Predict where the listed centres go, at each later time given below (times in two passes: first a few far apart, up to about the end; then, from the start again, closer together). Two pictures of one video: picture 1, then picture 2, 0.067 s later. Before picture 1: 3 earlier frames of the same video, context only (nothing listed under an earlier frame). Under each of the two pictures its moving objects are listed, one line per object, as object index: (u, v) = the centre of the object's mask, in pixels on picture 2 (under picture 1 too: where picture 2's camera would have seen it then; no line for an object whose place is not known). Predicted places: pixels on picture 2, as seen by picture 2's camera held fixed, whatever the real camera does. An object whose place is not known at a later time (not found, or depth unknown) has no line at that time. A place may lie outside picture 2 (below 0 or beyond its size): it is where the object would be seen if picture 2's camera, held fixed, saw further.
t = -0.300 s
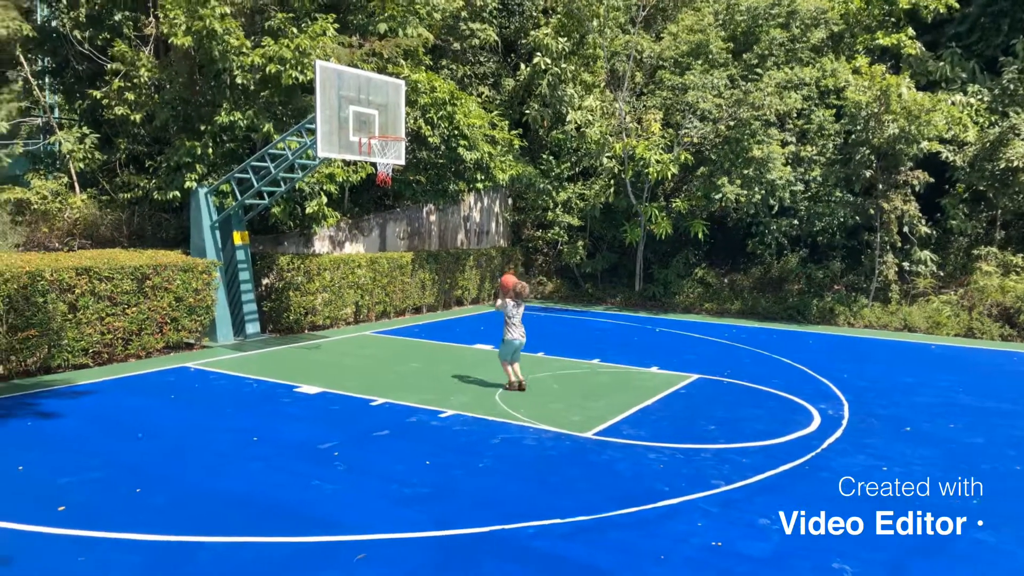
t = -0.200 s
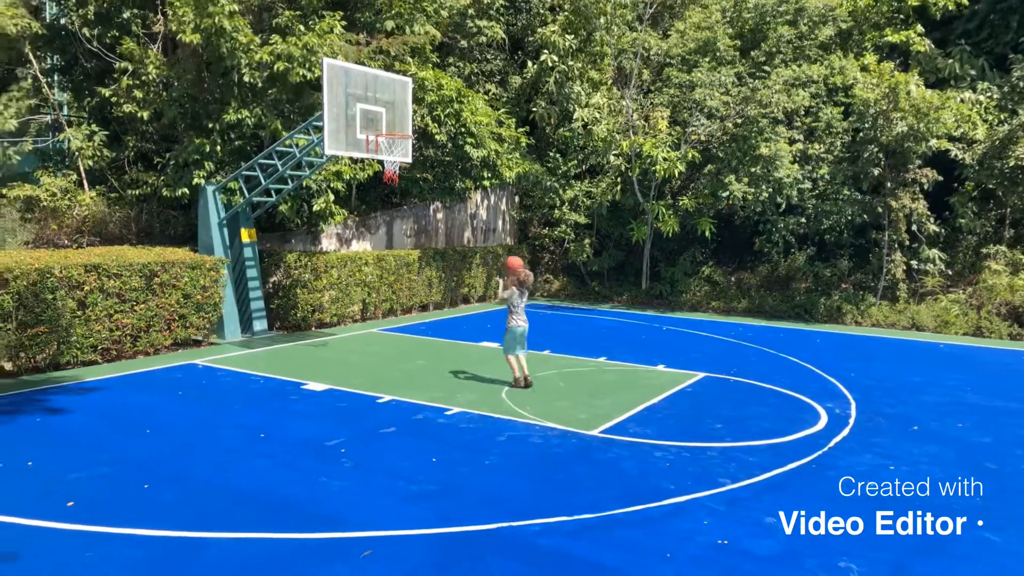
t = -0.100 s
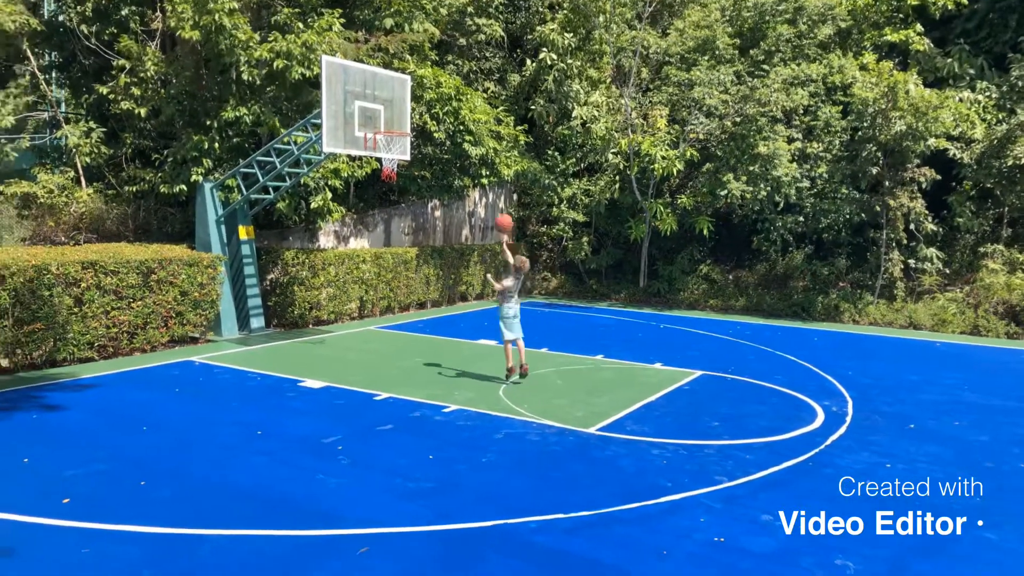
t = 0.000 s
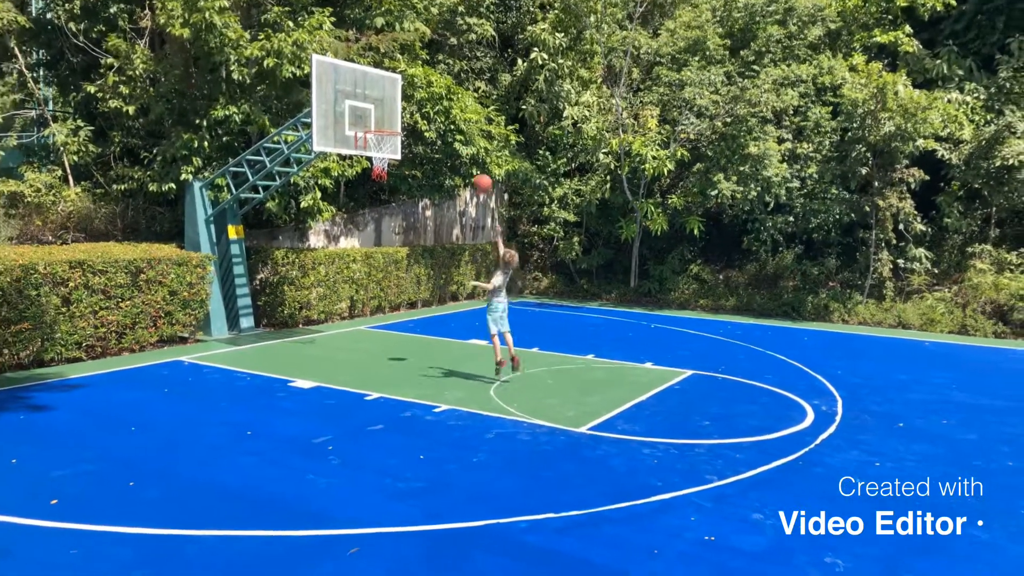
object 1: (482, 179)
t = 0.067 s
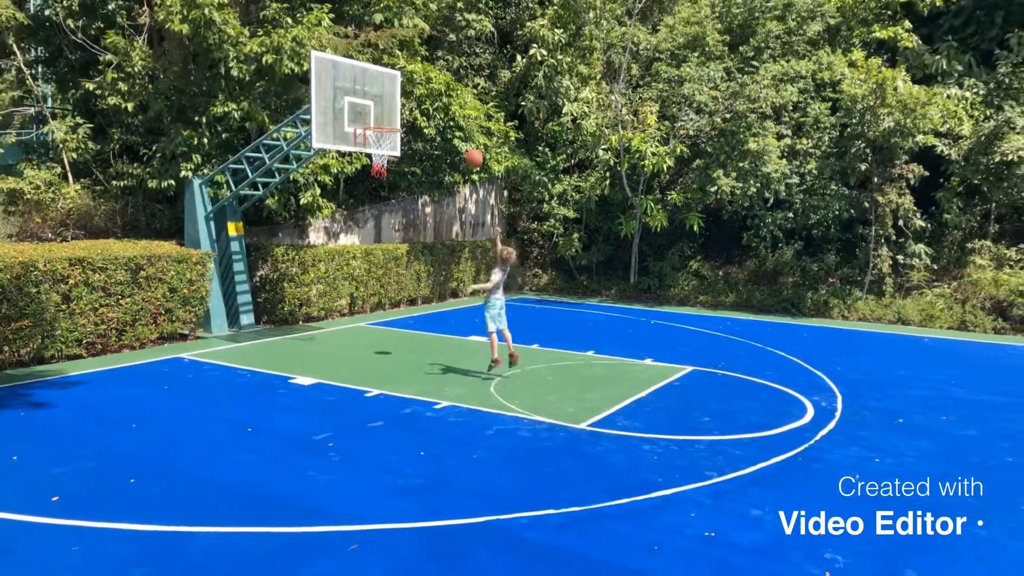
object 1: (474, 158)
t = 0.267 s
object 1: (450, 115)
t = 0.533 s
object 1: (416, 109)
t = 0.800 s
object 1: (422, 125)
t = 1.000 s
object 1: (450, 153)
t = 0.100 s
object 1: (470, 149)
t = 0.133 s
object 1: (466, 140)
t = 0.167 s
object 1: (461, 133)
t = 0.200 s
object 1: (456, 125)
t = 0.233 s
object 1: (453, 120)
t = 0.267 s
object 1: (450, 115)
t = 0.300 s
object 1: (445, 112)
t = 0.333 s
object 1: (442, 109)
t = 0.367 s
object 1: (437, 107)
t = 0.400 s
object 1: (432, 106)
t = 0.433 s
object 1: (428, 106)
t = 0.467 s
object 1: (425, 106)
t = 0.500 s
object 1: (422, 107)
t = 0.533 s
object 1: (416, 109)
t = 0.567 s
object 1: (413, 111)
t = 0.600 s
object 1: (410, 115)
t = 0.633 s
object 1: (406, 120)
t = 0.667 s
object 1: (405, 123)
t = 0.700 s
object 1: (409, 122)
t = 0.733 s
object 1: (412, 123)
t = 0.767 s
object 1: (418, 123)
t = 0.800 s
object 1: (422, 125)
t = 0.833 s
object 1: (427, 128)
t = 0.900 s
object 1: (436, 136)
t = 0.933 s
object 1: (441, 142)
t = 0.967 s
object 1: (445, 148)
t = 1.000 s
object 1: (450, 153)
